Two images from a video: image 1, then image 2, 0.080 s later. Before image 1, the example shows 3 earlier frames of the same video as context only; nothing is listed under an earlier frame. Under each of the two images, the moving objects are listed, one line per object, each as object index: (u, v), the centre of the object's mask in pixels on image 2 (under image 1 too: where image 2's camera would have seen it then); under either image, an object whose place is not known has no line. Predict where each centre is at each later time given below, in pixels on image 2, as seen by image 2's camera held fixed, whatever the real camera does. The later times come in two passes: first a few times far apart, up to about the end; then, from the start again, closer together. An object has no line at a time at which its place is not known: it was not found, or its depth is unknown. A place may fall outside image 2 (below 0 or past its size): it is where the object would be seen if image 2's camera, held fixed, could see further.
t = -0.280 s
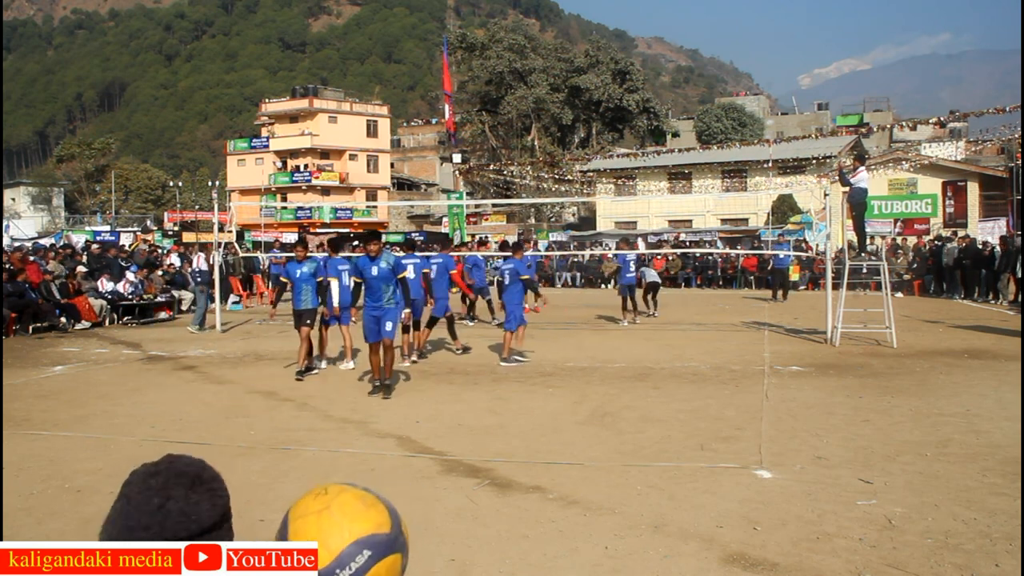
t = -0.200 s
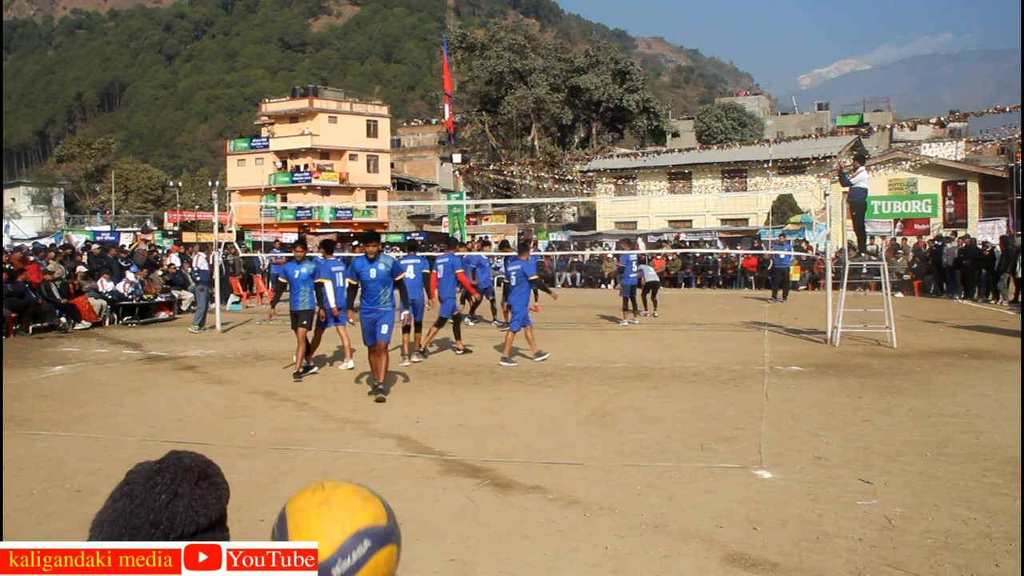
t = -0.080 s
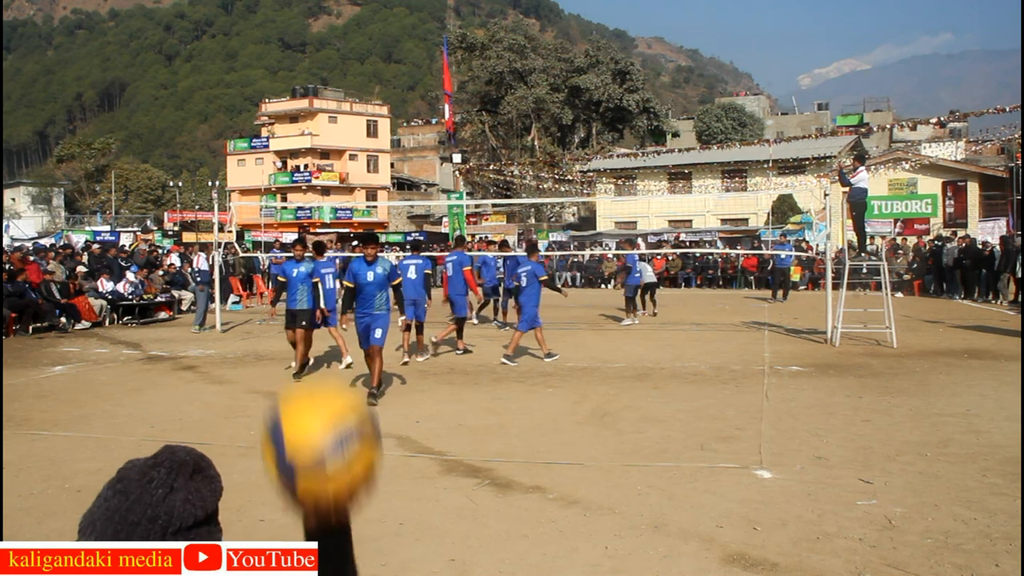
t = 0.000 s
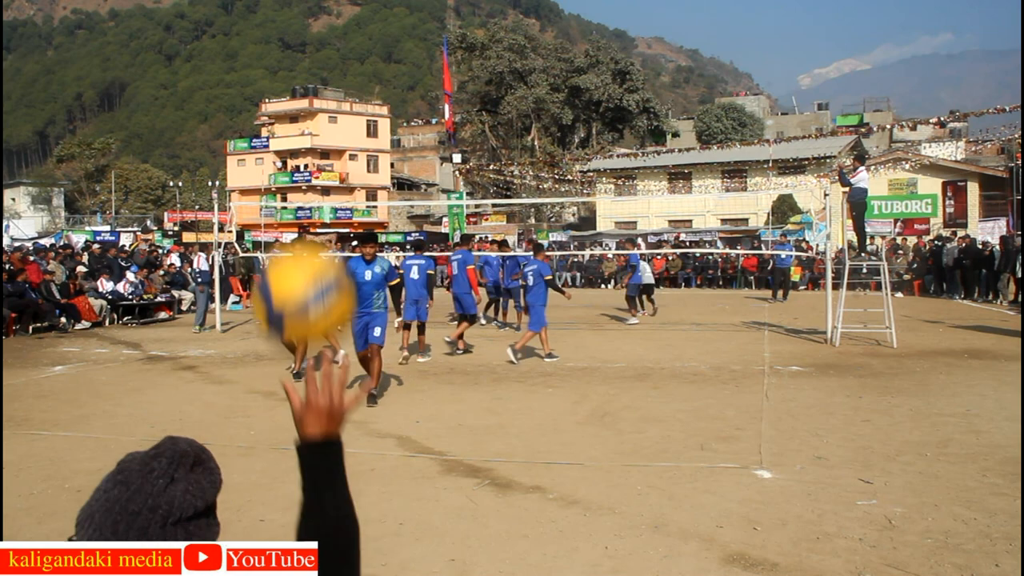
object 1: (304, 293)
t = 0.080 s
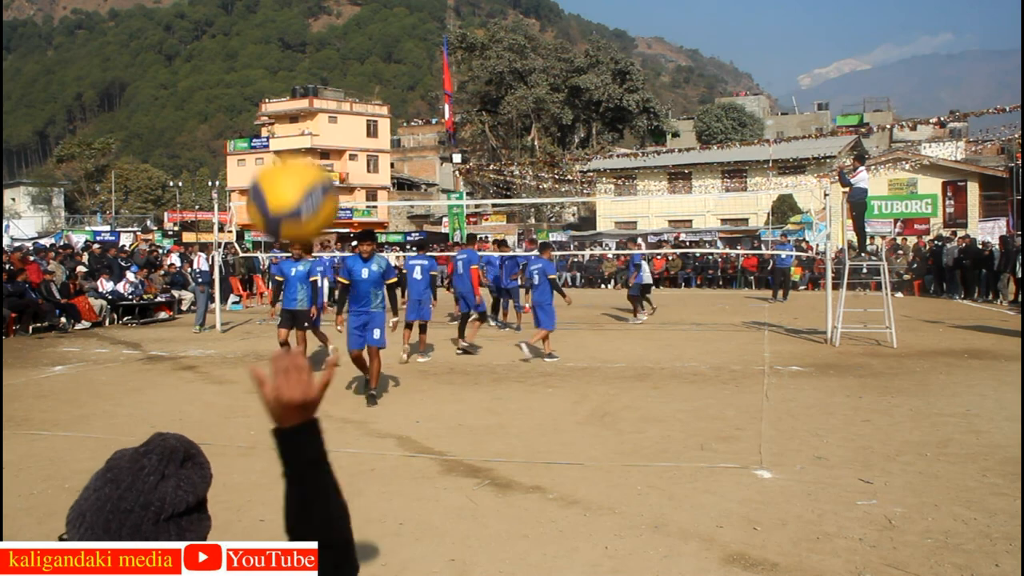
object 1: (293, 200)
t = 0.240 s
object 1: (279, 131)
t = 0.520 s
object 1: (267, 207)
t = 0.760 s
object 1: (263, 378)
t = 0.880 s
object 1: (268, 483)
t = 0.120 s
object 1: (288, 171)
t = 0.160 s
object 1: (284, 150)
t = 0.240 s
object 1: (279, 131)
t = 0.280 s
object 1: (276, 131)
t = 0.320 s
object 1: (274, 134)
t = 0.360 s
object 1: (272, 142)
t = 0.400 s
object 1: (270, 153)
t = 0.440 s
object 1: (268, 168)
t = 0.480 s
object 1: (268, 187)
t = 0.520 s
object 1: (267, 207)
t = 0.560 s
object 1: (265, 229)
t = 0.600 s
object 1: (266, 256)
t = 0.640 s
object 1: (264, 283)
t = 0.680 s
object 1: (264, 314)
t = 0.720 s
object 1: (264, 345)
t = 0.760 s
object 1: (263, 378)
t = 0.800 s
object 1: (264, 411)
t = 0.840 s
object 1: (265, 446)
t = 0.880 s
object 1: (268, 483)
